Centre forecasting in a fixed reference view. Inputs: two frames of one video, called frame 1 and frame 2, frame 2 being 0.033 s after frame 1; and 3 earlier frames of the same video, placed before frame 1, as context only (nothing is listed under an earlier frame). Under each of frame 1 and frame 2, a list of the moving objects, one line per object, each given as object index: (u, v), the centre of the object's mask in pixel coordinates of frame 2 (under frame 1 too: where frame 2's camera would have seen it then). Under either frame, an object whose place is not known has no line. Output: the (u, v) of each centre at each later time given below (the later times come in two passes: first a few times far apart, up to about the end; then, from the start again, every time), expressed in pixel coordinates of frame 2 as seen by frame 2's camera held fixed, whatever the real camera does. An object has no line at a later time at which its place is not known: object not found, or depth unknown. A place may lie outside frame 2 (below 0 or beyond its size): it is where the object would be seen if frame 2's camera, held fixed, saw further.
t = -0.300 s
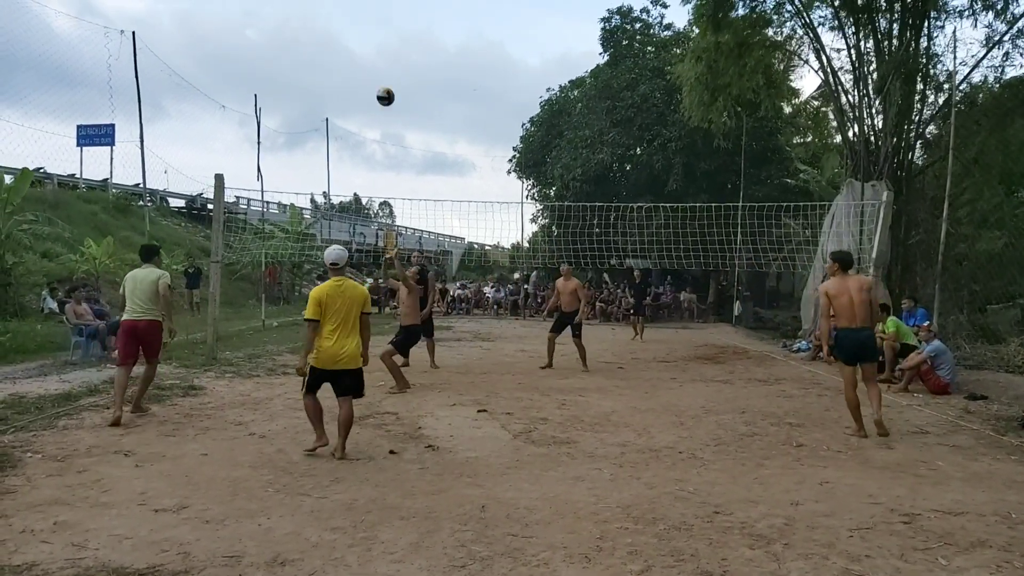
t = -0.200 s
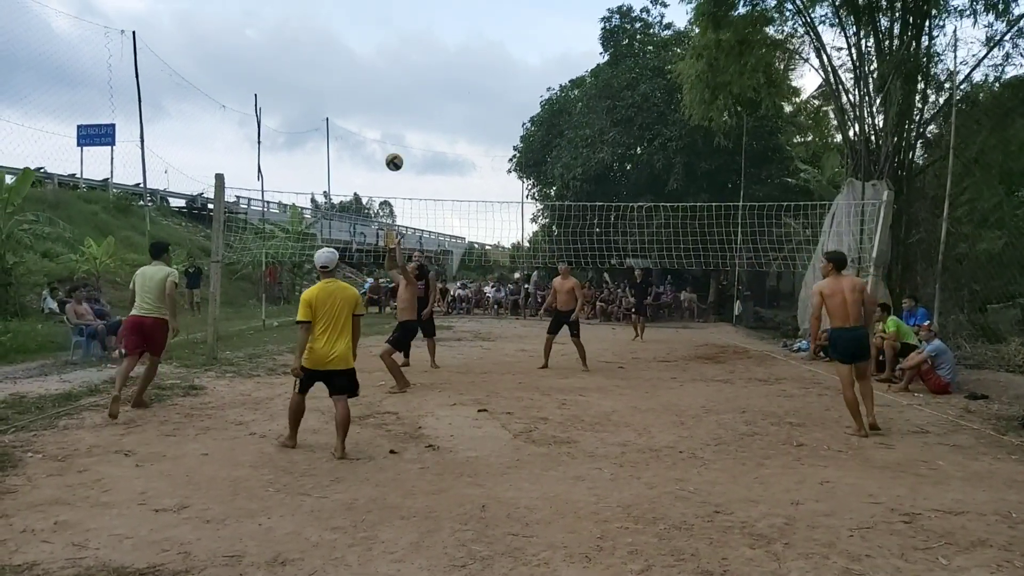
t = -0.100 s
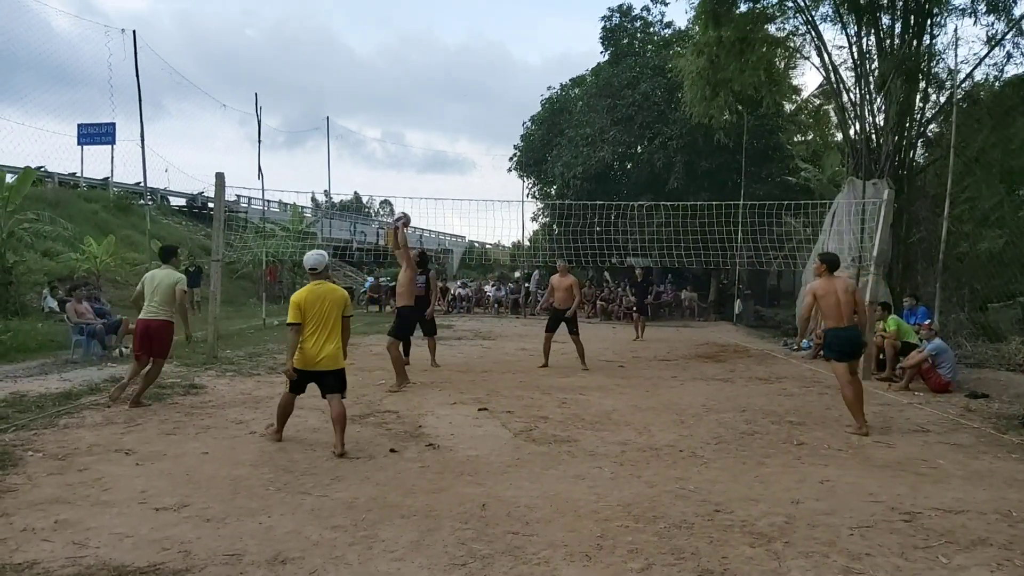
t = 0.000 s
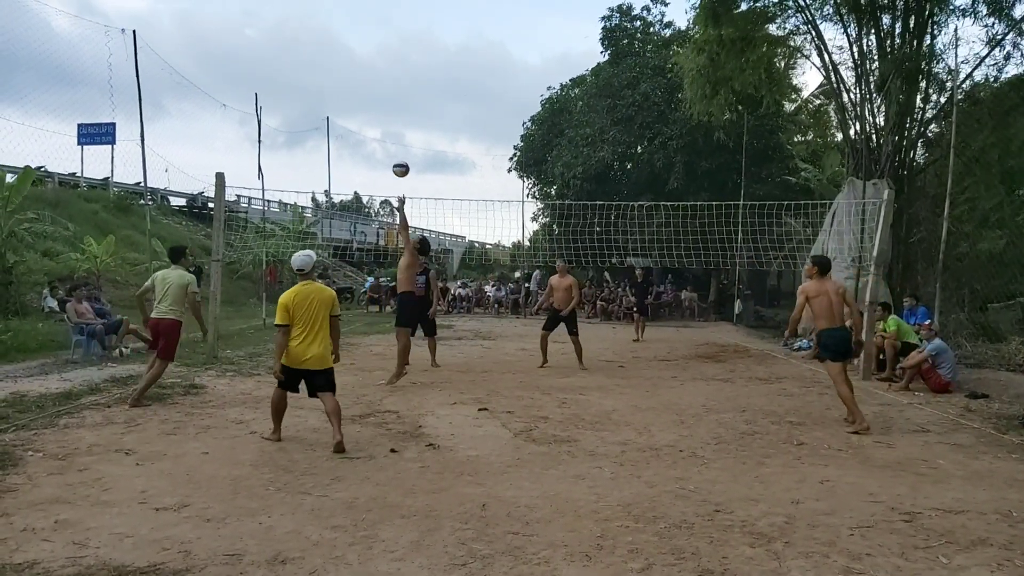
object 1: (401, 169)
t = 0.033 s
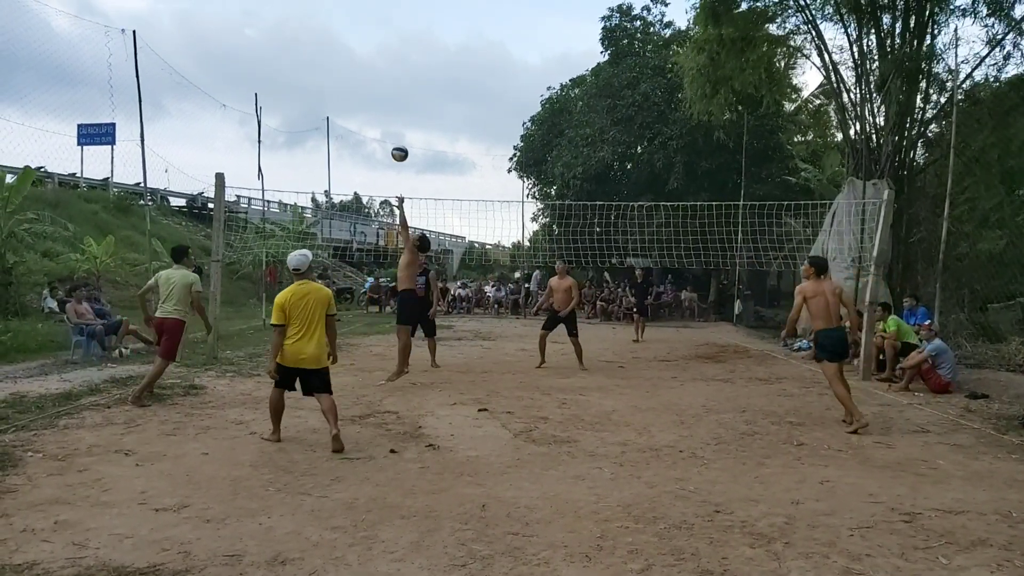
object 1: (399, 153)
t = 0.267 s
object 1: (392, 68)
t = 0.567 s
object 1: (384, 26)
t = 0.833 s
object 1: (378, 49)
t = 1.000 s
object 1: (374, 90)
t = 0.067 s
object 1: (398, 139)
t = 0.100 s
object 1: (397, 125)
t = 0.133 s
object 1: (396, 112)
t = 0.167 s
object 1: (396, 100)
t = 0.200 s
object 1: (395, 89)
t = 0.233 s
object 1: (394, 78)
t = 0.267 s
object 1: (392, 68)
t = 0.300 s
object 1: (391, 60)
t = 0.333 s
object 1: (390, 52)
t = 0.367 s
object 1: (390, 46)
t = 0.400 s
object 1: (389, 41)
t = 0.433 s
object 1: (388, 37)
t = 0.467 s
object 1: (387, 32)
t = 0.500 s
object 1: (386, 29)
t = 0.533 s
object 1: (385, 27)
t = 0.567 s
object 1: (384, 26)
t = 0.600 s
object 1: (384, 26)
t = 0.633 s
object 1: (383, 26)
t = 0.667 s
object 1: (382, 28)
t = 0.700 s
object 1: (381, 30)
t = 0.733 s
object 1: (380, 34)
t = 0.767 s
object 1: (379, 38)
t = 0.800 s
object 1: (379, 43)
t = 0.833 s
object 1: (378, 49)
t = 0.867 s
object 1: (377, 55)
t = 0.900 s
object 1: (376, 63)
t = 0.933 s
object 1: (375, 71)
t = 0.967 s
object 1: (375, 80)
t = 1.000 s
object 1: (374, 90)
